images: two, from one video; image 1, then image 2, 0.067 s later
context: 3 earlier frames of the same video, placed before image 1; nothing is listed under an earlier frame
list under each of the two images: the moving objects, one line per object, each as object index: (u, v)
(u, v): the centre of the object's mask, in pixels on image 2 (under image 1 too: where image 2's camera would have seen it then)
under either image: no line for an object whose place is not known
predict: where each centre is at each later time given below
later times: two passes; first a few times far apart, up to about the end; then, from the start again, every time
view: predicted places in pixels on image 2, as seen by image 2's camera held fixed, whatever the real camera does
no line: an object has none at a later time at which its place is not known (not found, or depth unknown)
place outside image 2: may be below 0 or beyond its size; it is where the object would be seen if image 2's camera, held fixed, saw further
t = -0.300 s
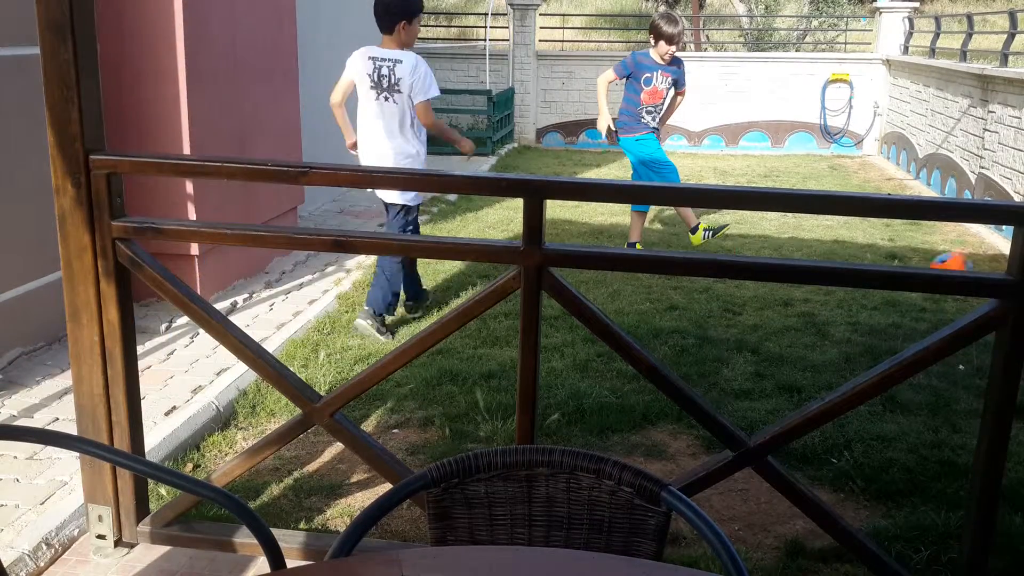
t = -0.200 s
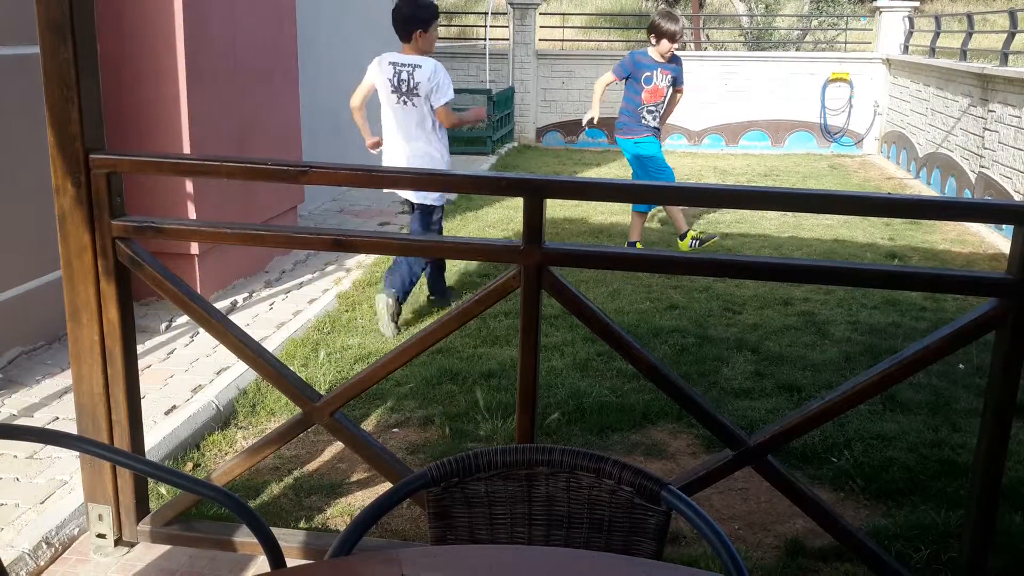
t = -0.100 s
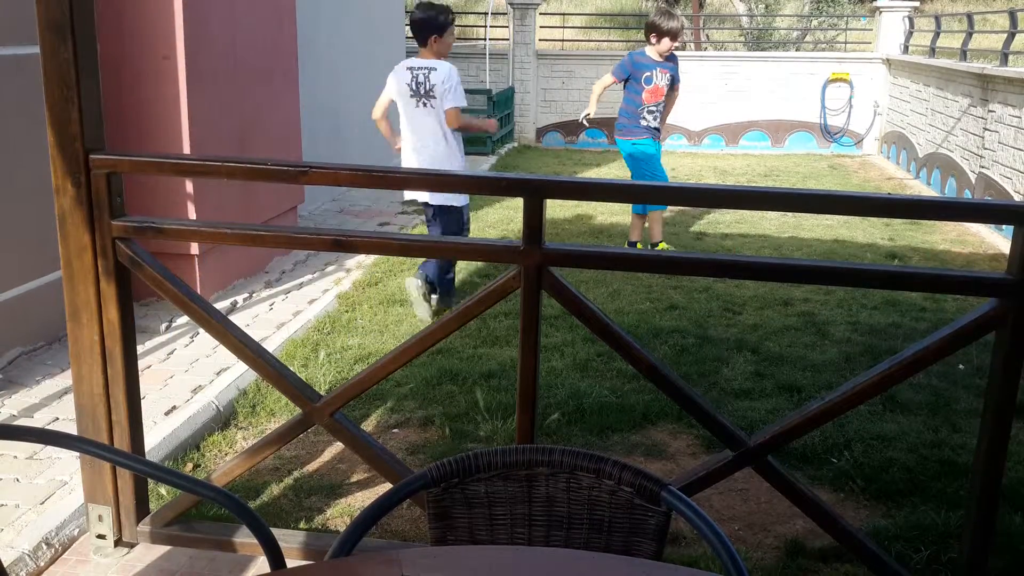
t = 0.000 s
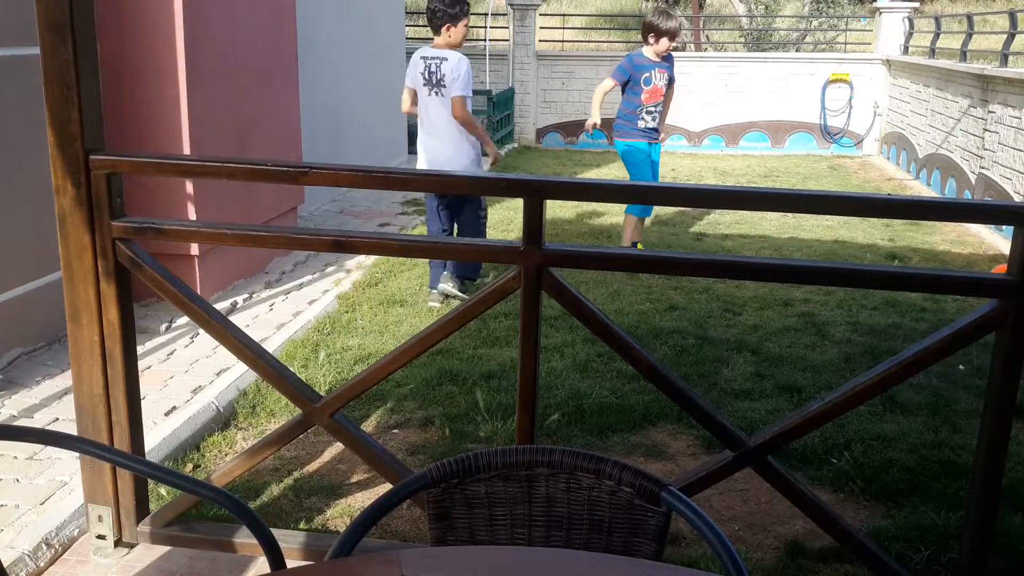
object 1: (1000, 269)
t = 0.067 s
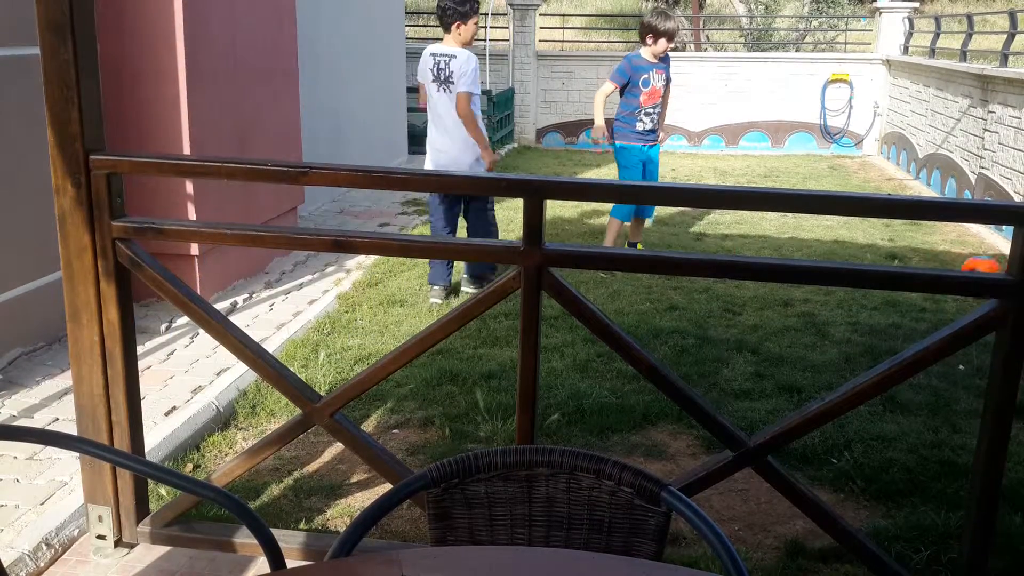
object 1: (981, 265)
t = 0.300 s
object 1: (892, 256)
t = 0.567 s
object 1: (800, 251)
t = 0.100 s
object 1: (968, 262)
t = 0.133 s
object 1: (956, 261)
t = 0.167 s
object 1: (941, 261)
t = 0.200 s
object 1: (928, 261)
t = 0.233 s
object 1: (915, 260)
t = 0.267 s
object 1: (904, 258)
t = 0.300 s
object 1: (892, 256)
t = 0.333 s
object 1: (879, 256)
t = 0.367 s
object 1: (868, 257)
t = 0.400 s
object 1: (855, 256)
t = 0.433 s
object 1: (845, 254)
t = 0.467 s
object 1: (834, 252)
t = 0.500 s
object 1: (822, 251)
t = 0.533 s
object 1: (812, 251)
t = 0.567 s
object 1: (800, 251)
